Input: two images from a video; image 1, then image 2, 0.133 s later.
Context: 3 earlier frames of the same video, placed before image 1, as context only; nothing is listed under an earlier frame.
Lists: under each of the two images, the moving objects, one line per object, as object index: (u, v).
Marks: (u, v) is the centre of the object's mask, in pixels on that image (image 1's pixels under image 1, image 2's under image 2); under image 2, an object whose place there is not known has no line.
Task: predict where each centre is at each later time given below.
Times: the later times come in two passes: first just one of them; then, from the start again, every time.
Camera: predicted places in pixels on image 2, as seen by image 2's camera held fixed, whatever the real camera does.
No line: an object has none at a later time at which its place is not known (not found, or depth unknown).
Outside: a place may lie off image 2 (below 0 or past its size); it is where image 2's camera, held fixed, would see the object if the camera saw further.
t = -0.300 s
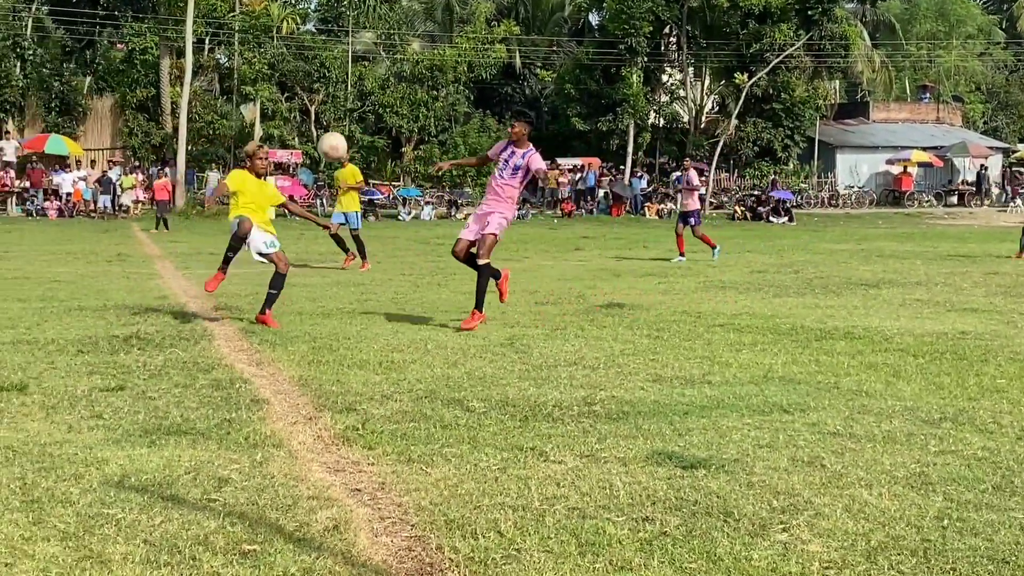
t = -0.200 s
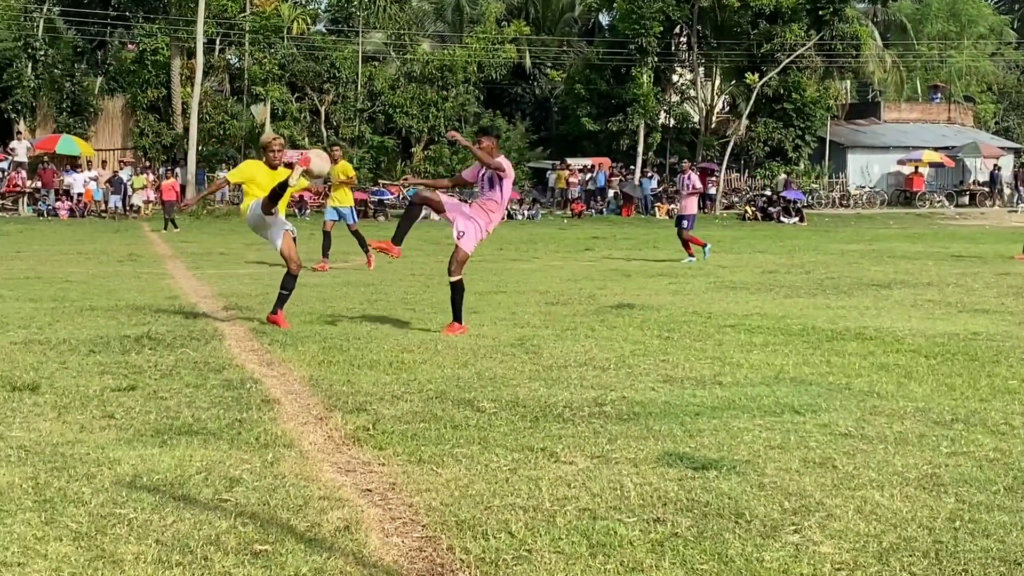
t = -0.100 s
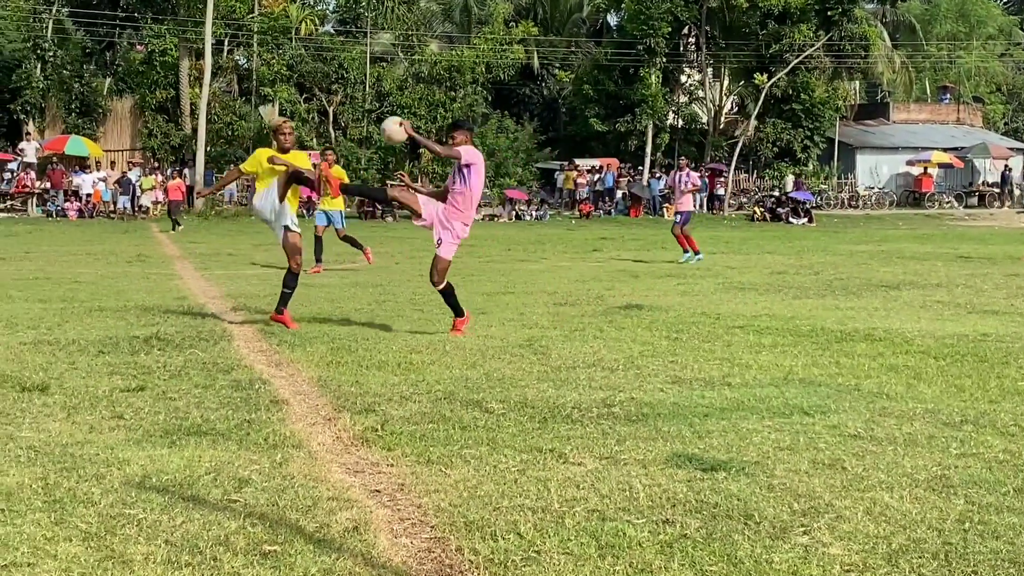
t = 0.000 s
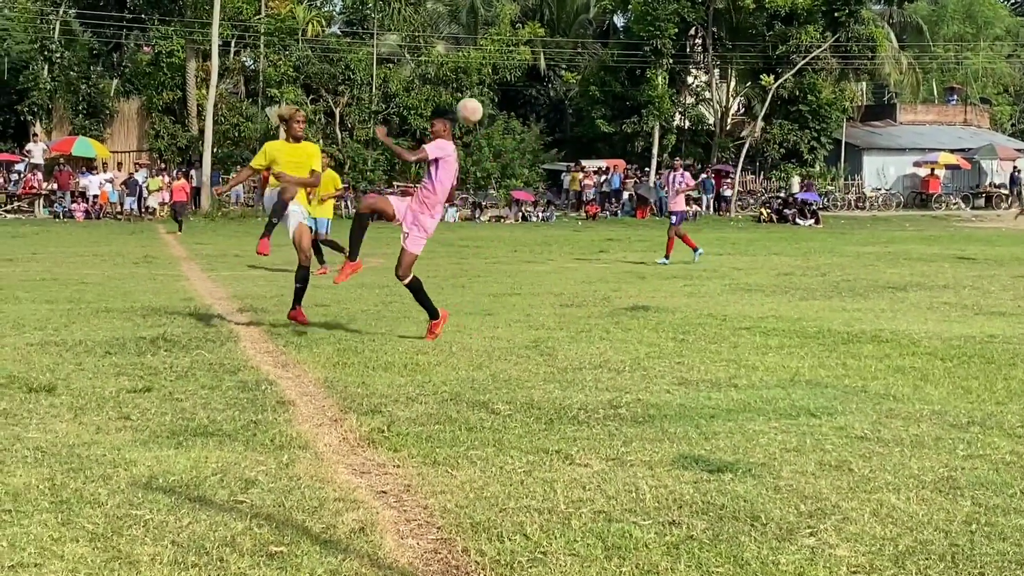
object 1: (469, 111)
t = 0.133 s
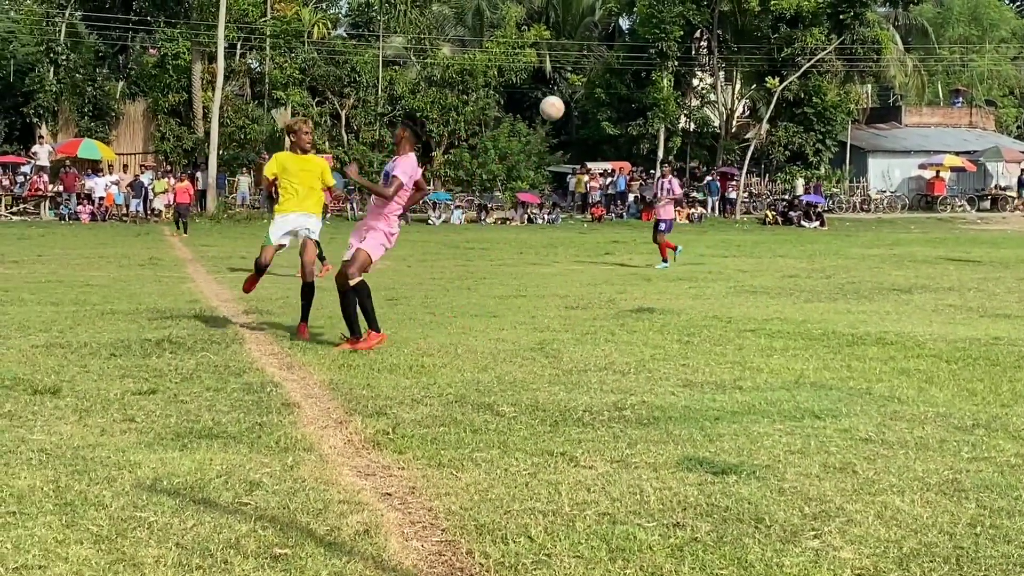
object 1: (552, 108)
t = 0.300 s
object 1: (630, 131)
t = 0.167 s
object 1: (568, 110)
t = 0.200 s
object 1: (584, 114)
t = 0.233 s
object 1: (600, 118)
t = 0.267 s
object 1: (615, 124)
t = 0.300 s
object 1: (630, 131)
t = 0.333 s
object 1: (643, 138)
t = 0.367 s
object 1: (656, 146)
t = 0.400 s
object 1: (668, 156)
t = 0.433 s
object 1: (680, 165)
